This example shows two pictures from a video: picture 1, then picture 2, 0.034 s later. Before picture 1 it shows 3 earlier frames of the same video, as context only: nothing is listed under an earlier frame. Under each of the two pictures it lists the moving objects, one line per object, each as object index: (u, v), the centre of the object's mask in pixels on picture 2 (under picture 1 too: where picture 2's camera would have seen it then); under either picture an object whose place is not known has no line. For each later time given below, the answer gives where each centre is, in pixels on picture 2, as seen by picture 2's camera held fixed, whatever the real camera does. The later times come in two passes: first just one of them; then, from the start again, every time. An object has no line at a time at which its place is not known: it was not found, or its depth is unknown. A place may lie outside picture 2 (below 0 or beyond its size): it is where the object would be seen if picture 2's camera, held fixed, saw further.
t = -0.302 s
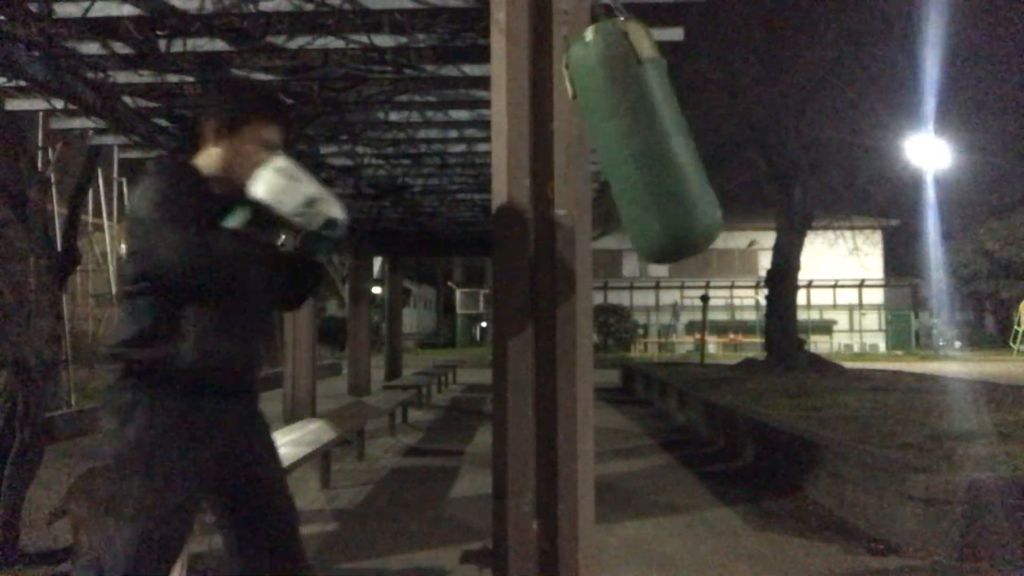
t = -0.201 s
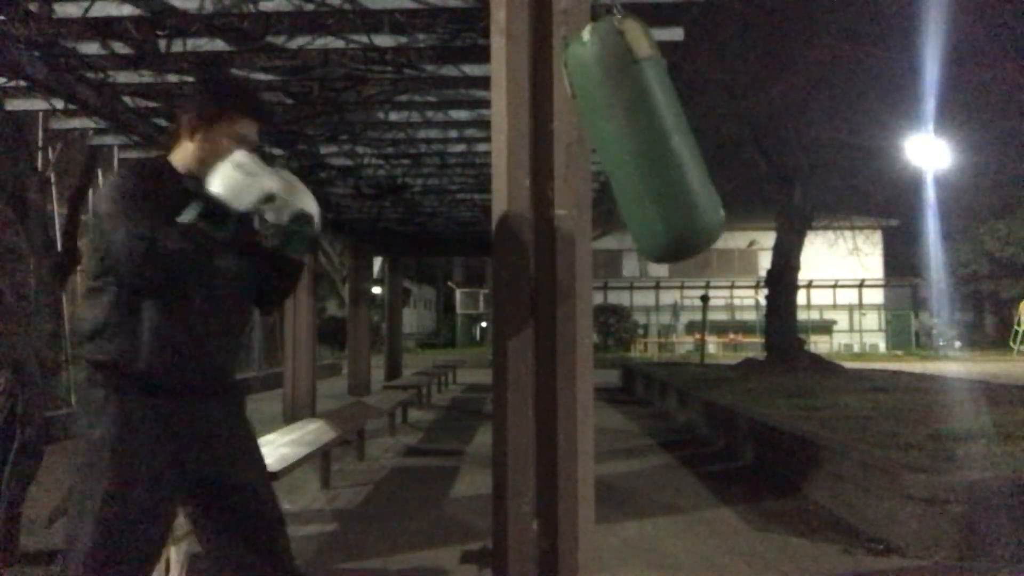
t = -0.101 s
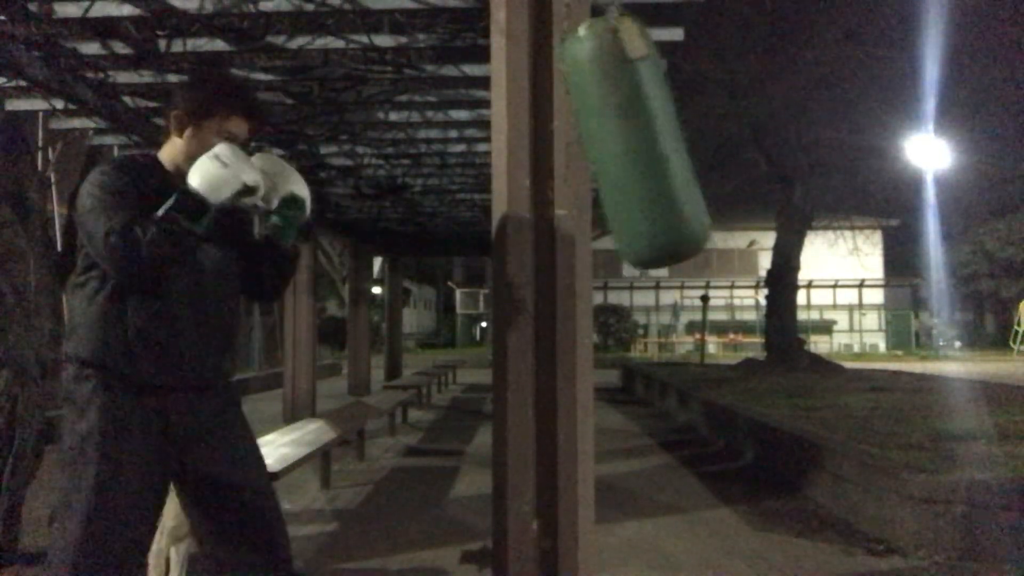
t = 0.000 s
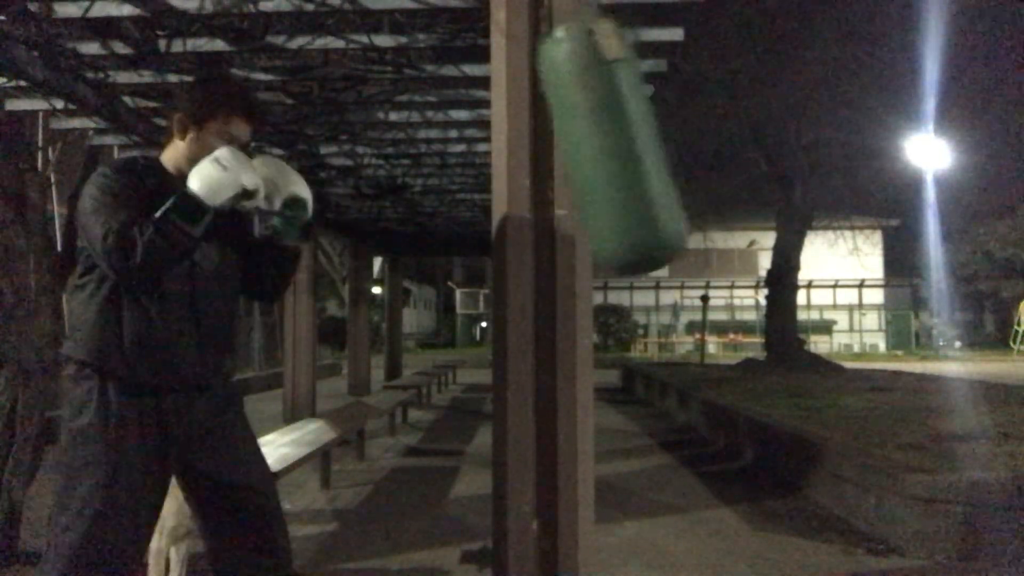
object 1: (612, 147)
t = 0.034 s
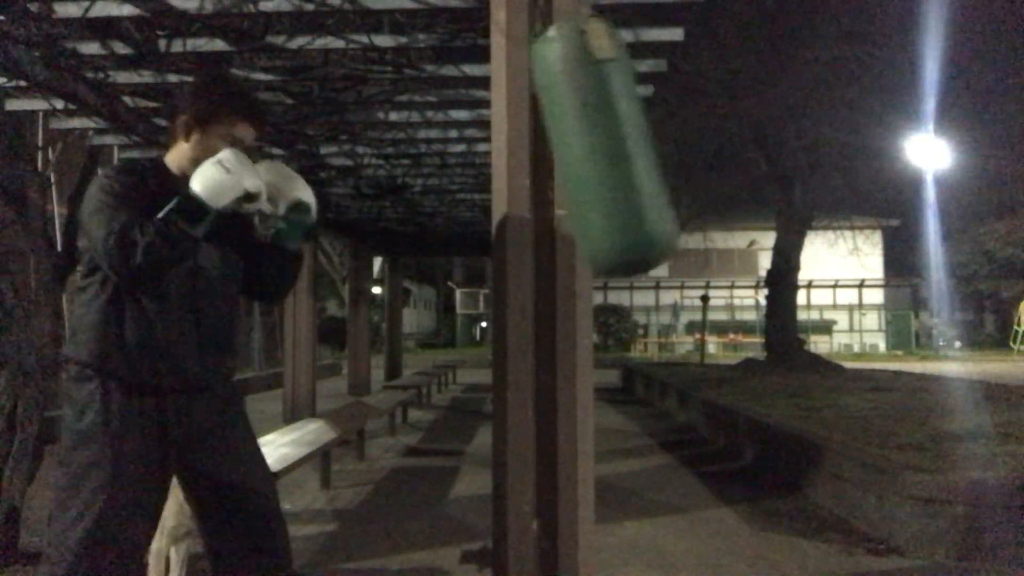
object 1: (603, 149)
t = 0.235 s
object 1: (531, 147)
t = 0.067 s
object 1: (593, 150)
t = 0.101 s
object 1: (582, 151)
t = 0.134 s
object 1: (570, 150)
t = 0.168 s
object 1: (559, 149)
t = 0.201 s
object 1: (545, 148)
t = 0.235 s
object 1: (531, 147)
